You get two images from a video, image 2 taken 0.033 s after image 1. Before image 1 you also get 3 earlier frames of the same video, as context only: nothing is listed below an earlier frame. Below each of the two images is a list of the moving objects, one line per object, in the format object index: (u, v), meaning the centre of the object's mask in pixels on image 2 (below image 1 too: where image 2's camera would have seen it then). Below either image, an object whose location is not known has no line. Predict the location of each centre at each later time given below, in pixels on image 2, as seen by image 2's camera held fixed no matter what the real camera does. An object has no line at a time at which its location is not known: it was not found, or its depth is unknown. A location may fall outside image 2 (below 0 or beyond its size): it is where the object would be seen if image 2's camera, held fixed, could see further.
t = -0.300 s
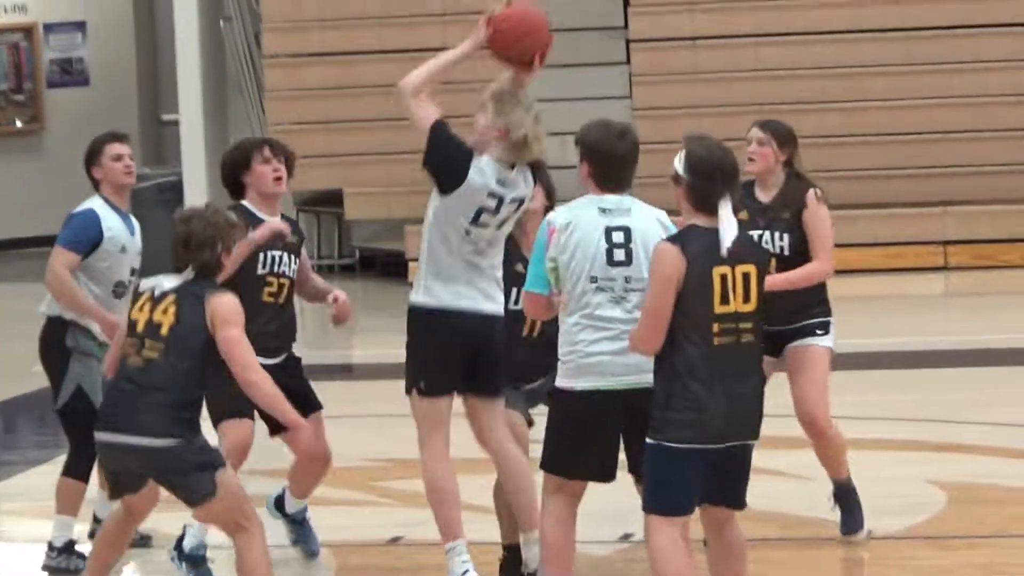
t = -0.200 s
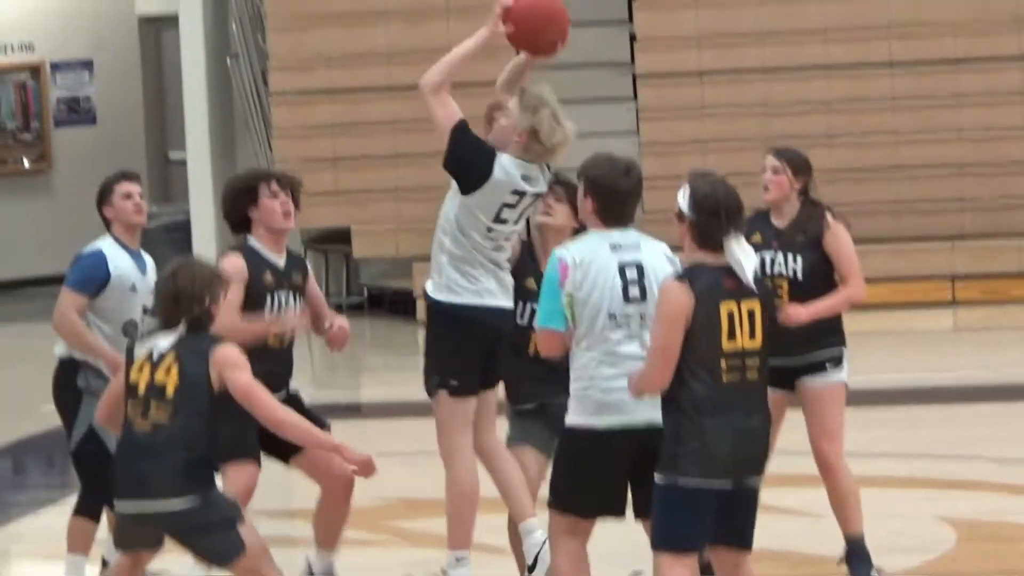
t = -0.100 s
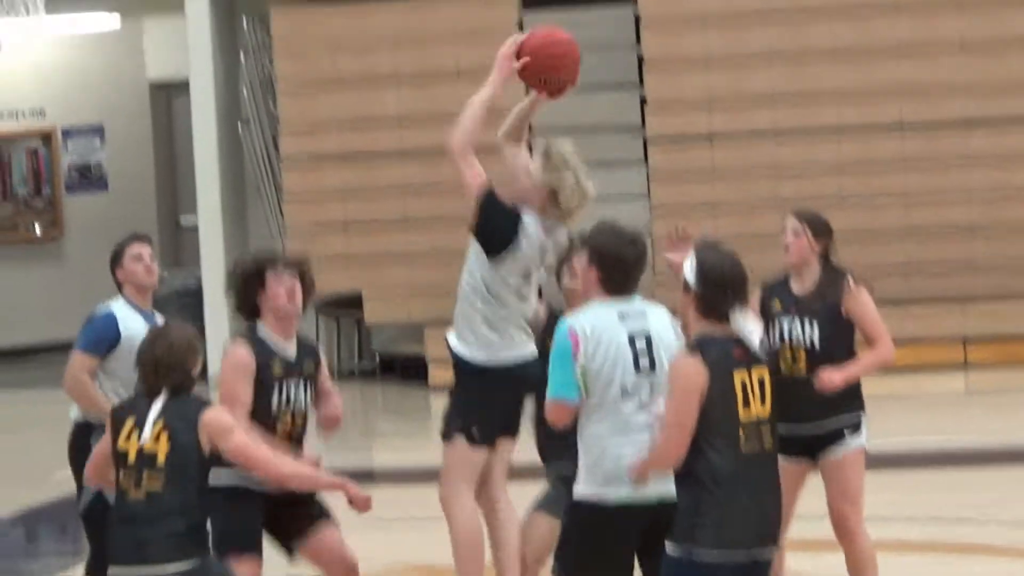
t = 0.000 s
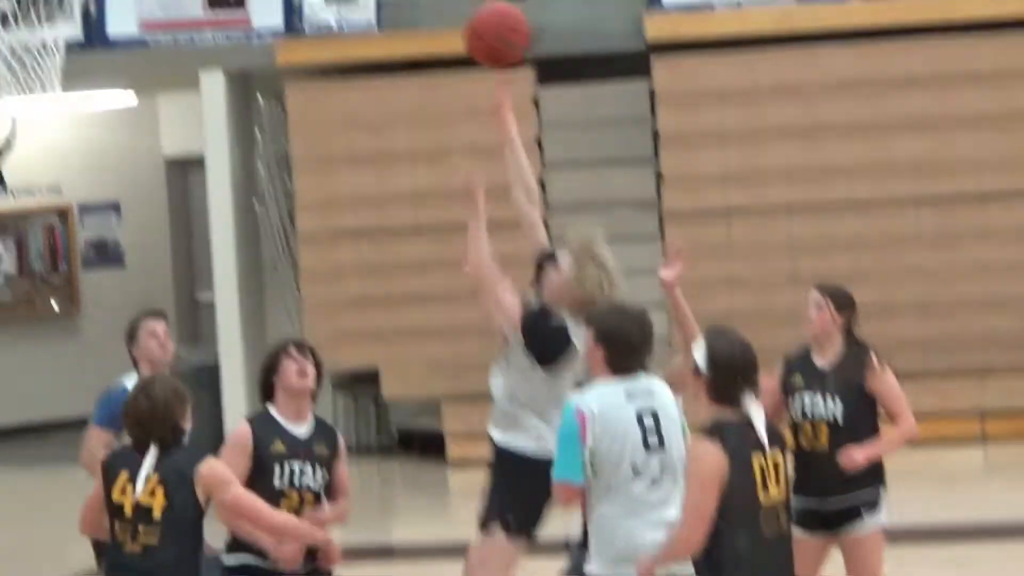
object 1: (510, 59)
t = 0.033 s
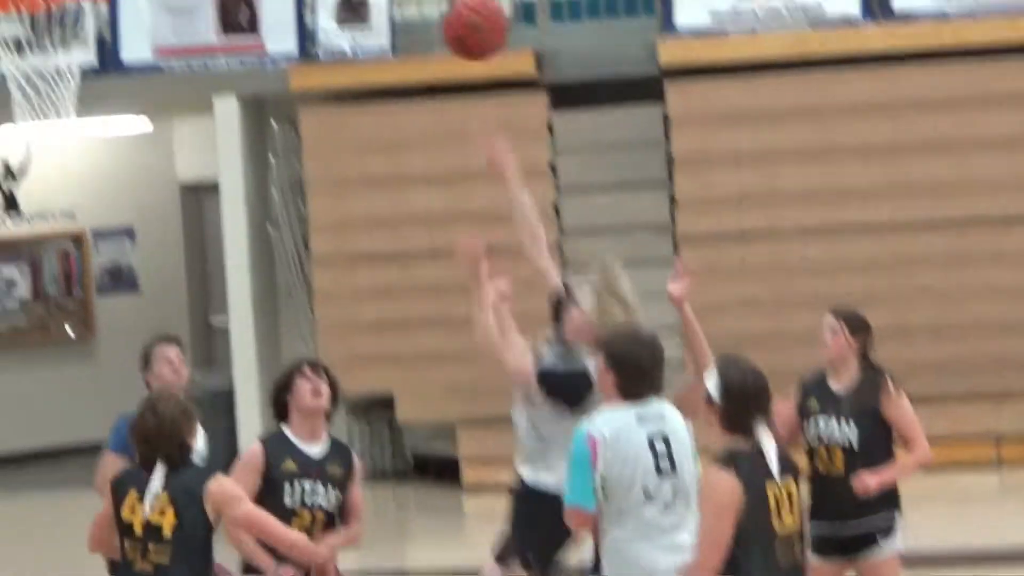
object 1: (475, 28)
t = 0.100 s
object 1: (406, -27)
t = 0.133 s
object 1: (371, -52)
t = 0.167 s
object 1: (337, -74)
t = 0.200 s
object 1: (301, -92)
